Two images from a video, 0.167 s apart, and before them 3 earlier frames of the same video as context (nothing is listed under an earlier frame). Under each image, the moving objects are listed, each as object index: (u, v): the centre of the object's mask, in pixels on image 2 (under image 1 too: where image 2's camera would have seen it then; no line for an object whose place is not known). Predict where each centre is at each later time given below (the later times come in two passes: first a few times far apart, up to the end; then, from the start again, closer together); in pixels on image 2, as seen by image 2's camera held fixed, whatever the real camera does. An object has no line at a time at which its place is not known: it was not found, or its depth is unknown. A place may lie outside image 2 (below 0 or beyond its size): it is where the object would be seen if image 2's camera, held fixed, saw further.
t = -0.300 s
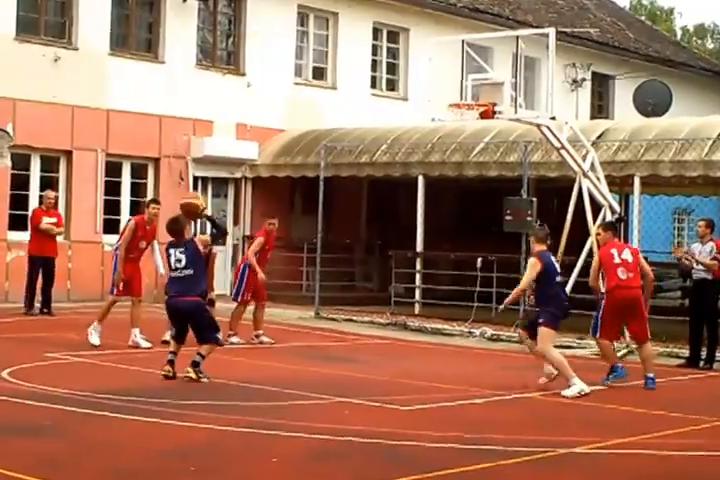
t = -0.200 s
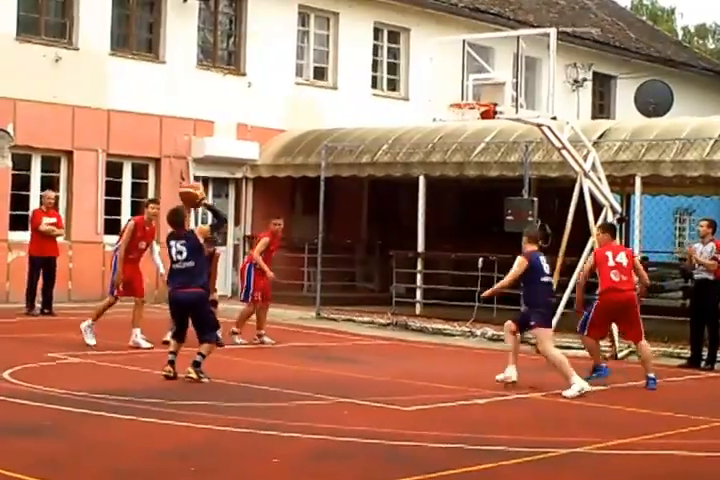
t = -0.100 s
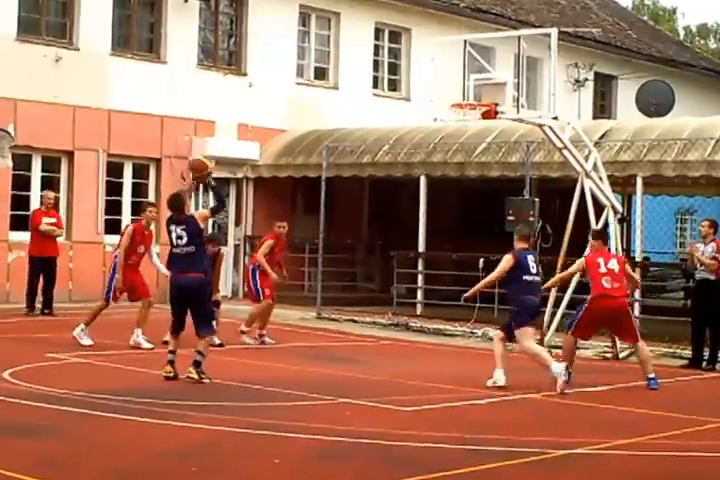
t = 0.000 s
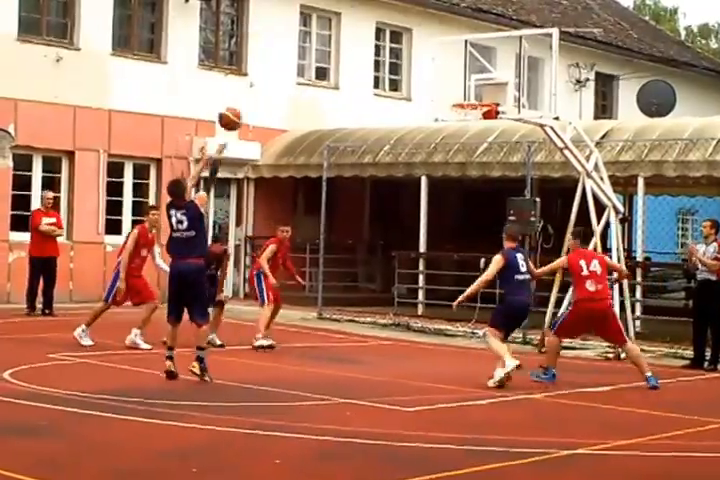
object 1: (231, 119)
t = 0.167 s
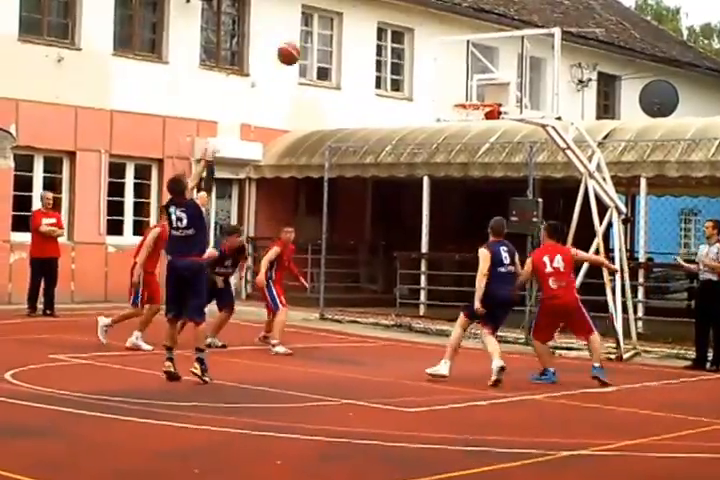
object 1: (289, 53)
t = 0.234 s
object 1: (309, 35)
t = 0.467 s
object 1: (378, 11)
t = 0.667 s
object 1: (428, 30)
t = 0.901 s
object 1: (482, 93)
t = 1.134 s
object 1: (421, 70)
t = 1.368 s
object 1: (346, 74)
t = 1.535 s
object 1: (289, 109)
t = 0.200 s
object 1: (299, 44)
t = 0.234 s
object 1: (309, 35)
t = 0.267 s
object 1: (320, 28)
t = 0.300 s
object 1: (330, 23)
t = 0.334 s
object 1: (340, 19)
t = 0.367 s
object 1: (349, 13)
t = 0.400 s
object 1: (359, 11)
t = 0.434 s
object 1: (369, 11)
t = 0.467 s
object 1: (378, 11)
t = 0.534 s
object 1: (396, 12)
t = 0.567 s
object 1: (404, 15)
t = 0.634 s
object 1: (420, 25)
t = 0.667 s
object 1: (428, 30)
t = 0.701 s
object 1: (437, 36)
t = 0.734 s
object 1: (444, 44)
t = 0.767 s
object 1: (452, 52)
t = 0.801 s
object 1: (460, 61)
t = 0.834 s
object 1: (467, 72)
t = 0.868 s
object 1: (476, 81)
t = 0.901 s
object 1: (482, 93)
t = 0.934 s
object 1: (485, 97)
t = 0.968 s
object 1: (474, 92)
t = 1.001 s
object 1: (463, 85)
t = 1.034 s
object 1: (453, 79)
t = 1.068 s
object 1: (442, 75)
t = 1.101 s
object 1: (431, 72)
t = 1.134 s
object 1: (421, 70)
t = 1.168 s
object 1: (411, 66)
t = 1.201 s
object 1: (400, 64)
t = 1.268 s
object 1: (378, 66)
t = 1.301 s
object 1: (368, 67)
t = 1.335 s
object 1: (356, 70)
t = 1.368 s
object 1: (346, 74)
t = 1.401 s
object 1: (334, 79)
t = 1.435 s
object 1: (323, 84)
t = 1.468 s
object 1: (312, 91)
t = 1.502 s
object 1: (300, 100)
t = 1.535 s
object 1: (289, 109)
